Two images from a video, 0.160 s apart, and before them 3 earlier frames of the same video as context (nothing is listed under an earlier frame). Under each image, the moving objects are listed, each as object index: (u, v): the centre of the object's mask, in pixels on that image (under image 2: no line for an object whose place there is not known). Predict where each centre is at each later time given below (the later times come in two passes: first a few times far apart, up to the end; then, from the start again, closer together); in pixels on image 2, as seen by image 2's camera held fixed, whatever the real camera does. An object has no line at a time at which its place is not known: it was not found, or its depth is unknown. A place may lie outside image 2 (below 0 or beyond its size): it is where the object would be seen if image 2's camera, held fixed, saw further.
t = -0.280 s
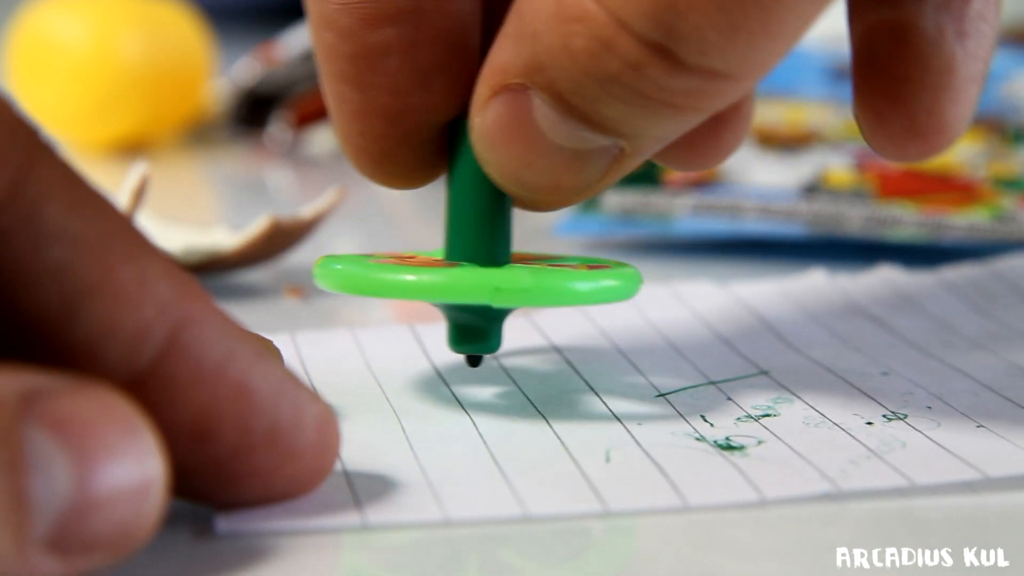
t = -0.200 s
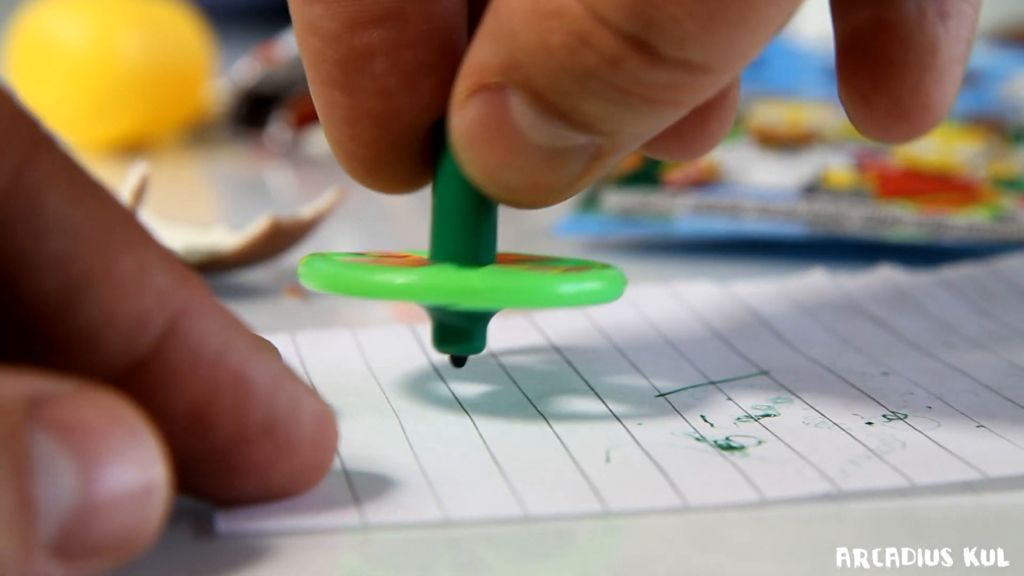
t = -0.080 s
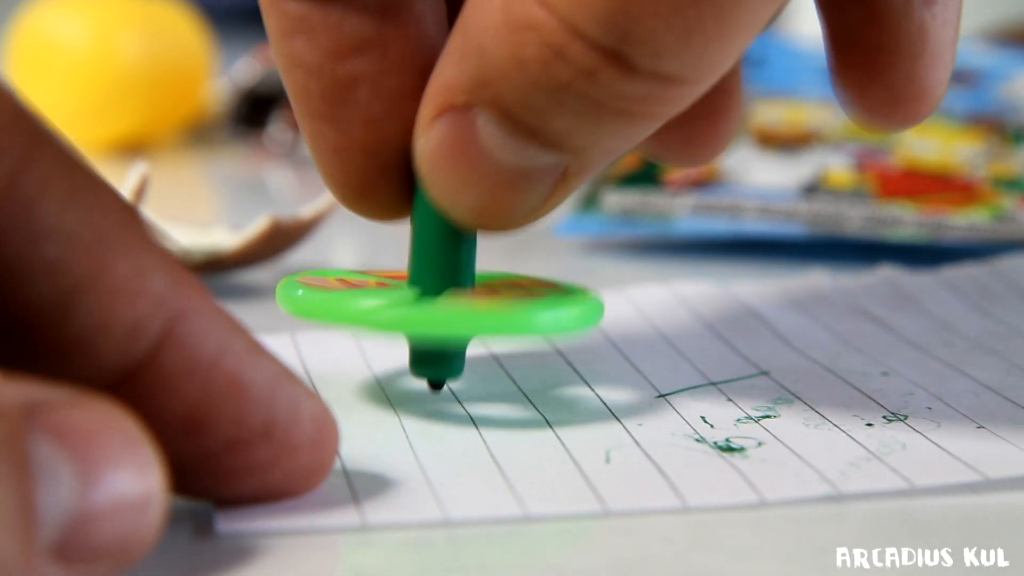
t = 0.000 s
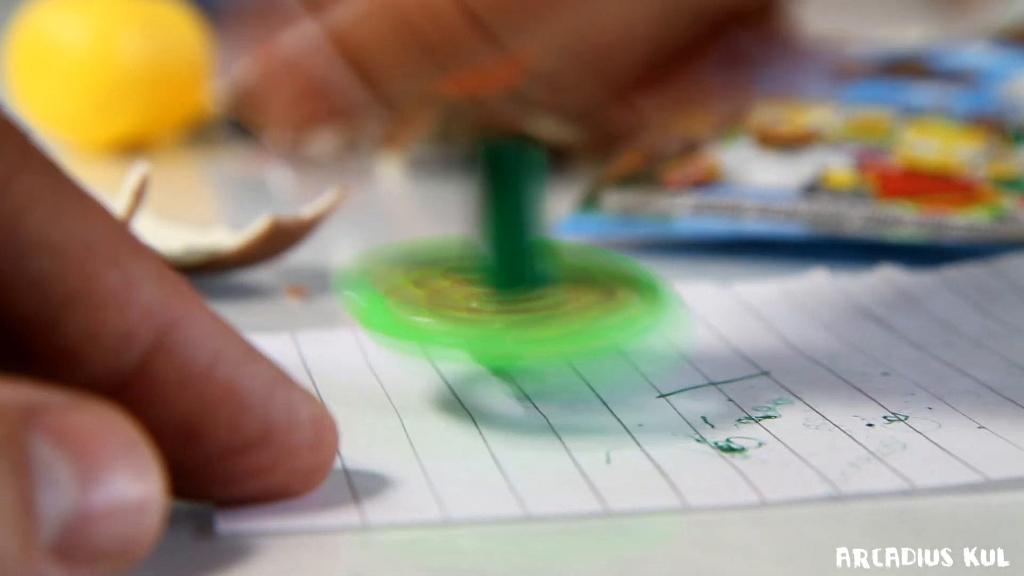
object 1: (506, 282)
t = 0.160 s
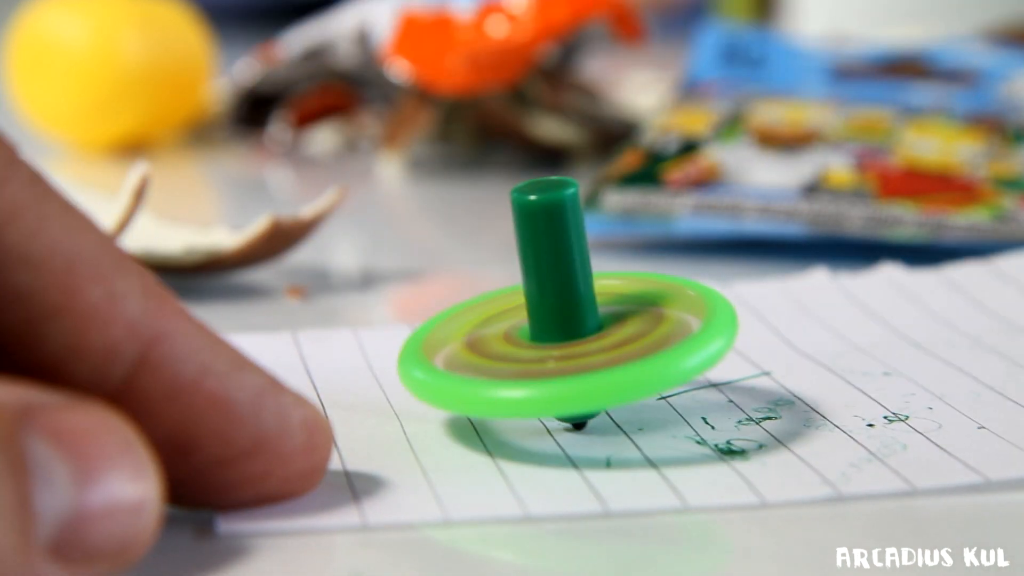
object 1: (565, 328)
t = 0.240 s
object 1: (568, 329)
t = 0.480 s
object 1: (561, 334)
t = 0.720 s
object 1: (493, 339)
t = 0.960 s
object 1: (433, 342)
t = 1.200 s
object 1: (416, 339)
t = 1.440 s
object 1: (420, 340)
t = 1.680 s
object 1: (427, 338)
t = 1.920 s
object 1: (424, 338)
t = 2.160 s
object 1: (397, 340)
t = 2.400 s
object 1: (371, 343)
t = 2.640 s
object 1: (365, 346)
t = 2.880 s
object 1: (368, 344)
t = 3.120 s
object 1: (373, 342)
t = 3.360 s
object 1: (362, 340)
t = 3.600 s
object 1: (347, 343)
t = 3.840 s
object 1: (338, 348)
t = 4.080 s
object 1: (335, 347)
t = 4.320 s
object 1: (337, 344)
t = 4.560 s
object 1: (335, 341)
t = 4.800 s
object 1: (326, 347)
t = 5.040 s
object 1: (317, 350)
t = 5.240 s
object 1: (318, 346)
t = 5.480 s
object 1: (322, 343)
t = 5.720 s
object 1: (319, 345)
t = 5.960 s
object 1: (309, 350)
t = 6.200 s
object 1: (303, 349)
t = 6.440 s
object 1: (305, 344)
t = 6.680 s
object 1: (307, 346)
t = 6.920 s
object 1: (300, 352)
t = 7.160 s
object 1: (297, 348)
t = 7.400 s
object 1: (302, 346)
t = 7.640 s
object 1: (302, 352)
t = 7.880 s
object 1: (289, 353)
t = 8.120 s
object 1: (291, 349)
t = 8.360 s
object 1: (294, 353)
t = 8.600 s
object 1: (282, 355)
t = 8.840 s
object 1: (282, 351)
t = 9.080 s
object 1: (288, 353)
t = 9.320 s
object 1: (281, 356)
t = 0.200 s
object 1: (568, 329)
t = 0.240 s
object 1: (568, 329)
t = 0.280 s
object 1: (571, 329)
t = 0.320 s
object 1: (572, 330)
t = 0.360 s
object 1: (571, 331)
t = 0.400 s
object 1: (569, 332)
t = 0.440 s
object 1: (565, 333)
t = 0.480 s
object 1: (561, 334)
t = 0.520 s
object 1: (556, 335)
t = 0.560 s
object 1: (547, 337)
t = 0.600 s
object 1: (537, 337)
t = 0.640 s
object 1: (526, 338)
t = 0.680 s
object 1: (517, 338)
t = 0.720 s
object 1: (493, 339)
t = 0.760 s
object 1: (468, 342)
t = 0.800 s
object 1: (460, 341)
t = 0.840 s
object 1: (452, 342)
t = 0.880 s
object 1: (444, 342)
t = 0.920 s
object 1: (439, 342)
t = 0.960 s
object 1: (433, 342)
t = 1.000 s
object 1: (428, 341)
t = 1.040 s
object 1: (423, 341)
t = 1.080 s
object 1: (419, 340)
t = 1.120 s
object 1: (418, 340)
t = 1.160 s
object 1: (416, 340)
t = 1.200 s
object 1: (416, 339)
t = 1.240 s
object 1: (416, 339)
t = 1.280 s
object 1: (416, 339)
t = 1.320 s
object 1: (417, 339)
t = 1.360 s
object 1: (418, 340)
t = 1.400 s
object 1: (419, 340)
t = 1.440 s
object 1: (420, 340)
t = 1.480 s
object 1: (422, 339)
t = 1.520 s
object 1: (422, 339)
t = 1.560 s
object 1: (423, 339)
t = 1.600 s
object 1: (424, 339)
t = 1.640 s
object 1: (425, 338)
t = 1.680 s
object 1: (427, 338)
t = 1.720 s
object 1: (427, 338)
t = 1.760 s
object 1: (428, 338)
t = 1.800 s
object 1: (427, 338)
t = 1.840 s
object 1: (426, 337)
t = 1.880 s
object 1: (425, 337)
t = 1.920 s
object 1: (424, 338)
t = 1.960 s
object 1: (420, 339)
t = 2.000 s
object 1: (416, 339)
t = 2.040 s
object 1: (412, 340)
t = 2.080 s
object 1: (407, 339)
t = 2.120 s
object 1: (402, 340)
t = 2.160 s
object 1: (397, 340)
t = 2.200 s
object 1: (391, 340)
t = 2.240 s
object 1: (387, 341)
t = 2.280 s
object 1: (382, 342)
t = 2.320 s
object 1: (380, 342)
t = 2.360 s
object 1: (374, 342)
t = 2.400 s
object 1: (371, 343)
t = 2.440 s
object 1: (369, 343)
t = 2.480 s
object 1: (368, 344)
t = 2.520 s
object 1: (367, 344)
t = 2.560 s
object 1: (366, 345)
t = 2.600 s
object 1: (365, 346)
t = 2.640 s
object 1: (365, 346)
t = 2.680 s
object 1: (365, 346)
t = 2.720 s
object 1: (366, 346)
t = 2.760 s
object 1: (365, 346)
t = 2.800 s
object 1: (365, 346)
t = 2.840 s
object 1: (366, 345)
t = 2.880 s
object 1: (368, 344)
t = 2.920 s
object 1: (371, 344)
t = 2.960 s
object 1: (370, 343)
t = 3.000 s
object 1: (372, 342)
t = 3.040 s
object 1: (372, 342)
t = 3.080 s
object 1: (372, 342)
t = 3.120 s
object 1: (373, 342)
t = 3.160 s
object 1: (372, 341)
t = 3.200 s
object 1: (372, 340)
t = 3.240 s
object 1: (370, 340)
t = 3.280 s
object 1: (368, 340)
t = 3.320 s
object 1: (364, 340)
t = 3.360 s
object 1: (362, 340)
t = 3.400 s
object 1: (359, 340)
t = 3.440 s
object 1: (355, 340)
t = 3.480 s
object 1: (353, 341)
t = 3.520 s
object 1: (350, 341)
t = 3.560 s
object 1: (350, 343)
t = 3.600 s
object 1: (347, 343)
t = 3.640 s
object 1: (346, 344)
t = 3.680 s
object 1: (344, 346)
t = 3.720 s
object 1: (341, 346)
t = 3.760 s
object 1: (341, 347)
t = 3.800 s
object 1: (339, 347)
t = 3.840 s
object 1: (338, 348)
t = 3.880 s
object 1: (337, 348)
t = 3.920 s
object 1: (336, 348)
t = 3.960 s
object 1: (336, 349)
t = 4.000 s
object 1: (335, 348)
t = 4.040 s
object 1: (336, 347)
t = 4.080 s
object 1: (335, 347)
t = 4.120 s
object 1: (335, 346)
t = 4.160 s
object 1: (336, 345)
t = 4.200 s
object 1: (336, 345)
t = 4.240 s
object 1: (337, 344)
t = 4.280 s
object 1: (337, 344)
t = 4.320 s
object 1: (337, 344)
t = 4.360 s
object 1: (336, 343)
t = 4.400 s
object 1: (336, 342)
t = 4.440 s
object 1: (336, 341)
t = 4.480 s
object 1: (336, 341)
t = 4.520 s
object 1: (336, 341)
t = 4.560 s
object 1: (335, 341)
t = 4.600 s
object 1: (333, 342)
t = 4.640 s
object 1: (333, 343)
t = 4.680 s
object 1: (332, 344)
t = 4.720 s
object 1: (330, 345)
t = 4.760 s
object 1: (328, 346)
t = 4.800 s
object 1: (326, 347)
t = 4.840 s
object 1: (325, 347)
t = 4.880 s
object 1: (323, 349)
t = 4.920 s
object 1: (322, 349)
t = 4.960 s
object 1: (320, 350)
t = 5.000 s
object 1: (319, 349)
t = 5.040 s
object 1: (317, 350)
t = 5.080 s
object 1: (317, 349)
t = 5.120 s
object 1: (316, 349)
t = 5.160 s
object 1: (317, 348)
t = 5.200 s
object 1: (317, 347)
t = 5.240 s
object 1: (318, 346)
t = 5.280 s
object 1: (318, 345)
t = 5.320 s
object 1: (319, 344)
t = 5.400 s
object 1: (321, 344)
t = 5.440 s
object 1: (322, 343)
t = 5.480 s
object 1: (322, 343)
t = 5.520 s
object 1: (320, 343)
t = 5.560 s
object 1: (320, 343)
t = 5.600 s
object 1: (321, 343)
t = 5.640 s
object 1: (320, 344)
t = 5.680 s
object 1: (320, 344)
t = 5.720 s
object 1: (319, 345)
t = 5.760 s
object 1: (319, 346)
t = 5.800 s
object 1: (316, 347)
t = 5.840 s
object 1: (316, 348)
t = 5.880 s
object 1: (314, 349)
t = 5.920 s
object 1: (311, 349)
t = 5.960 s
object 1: (309, 350)
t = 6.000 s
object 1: (308, 350)
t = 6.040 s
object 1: (308, 351)
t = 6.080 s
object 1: (305, 350)
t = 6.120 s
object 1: (305, 350)
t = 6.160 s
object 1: (304, 349)
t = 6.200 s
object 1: (303, 349)
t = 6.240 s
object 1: (301, 347)
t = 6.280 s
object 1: (303, 346)
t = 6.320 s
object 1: (302, 346)
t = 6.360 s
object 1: (303, 344)
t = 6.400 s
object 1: (306, 344)
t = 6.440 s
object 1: (305, 344)
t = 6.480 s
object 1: (306, 344)
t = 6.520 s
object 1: (306, 344)
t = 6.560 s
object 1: (306, 344)
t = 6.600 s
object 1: (307, 345)
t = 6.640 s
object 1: (307, 346)
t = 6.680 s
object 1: (307, 346)
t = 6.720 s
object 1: (307, 347)
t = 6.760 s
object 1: (306, 349)
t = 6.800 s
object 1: (306, 350)
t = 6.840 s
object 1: (305, 351)
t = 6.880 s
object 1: (303, 352)
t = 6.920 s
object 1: (300, 352)
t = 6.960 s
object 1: (299, 352)
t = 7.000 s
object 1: (298, 352)
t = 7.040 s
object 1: (297, 351)
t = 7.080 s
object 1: (297, 350)
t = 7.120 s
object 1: (296, 350)
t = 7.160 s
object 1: (297, 348)
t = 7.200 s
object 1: (298, 349)
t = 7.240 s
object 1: (296, 347)
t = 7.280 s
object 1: (299, 347)
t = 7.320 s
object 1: (300, 347)
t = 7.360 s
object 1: (301, 346)
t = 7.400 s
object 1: (302, 346)
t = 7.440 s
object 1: (302, 347)
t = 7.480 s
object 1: (304, 347)
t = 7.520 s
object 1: (305, 349)
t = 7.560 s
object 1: (303, 350)
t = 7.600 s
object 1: (302, 351)
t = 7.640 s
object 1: (302, 352)
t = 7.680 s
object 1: (300, 353)
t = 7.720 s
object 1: (298, 353)
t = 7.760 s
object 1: (295, 354)
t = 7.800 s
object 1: (293, 354)
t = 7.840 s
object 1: (291, 353)
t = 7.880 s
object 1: (289, 353)
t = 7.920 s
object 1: (287, 352)
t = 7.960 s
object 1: (287, 351)
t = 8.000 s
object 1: (287, 350)
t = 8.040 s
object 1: (288, 349)
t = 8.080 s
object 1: (290, 349)
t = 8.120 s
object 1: (291, 349)
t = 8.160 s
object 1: (290, 349)
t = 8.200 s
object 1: (291, 349)
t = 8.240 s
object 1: (293, 350)
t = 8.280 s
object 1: (293, 350)
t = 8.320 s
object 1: (295, 352)
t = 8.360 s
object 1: (294, 353)
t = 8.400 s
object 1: (293, 353)
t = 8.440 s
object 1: (292, 354)
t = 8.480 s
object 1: (289, 355)
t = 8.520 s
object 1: (287, 354)
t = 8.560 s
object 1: (286, 356)
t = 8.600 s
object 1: (282, 355)
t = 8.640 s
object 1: (283, 354)
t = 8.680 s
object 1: (281, 354)
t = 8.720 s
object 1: (279, 353)
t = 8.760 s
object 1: (281, 353)
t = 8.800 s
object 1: (280, 352)
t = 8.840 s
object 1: (282, 351)
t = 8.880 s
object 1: (283, 351)
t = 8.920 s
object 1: (283, 351)
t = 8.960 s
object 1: (284, 351)
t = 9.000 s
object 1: (287, 351)
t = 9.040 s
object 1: (288, 352)
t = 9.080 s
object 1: (288, 353)
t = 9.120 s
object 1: (288, 354)
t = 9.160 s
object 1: (288, 355)
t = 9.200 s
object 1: (286, 355)
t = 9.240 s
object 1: (285, 356)
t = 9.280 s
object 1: (283, 356)
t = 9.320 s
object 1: (281, 356)
